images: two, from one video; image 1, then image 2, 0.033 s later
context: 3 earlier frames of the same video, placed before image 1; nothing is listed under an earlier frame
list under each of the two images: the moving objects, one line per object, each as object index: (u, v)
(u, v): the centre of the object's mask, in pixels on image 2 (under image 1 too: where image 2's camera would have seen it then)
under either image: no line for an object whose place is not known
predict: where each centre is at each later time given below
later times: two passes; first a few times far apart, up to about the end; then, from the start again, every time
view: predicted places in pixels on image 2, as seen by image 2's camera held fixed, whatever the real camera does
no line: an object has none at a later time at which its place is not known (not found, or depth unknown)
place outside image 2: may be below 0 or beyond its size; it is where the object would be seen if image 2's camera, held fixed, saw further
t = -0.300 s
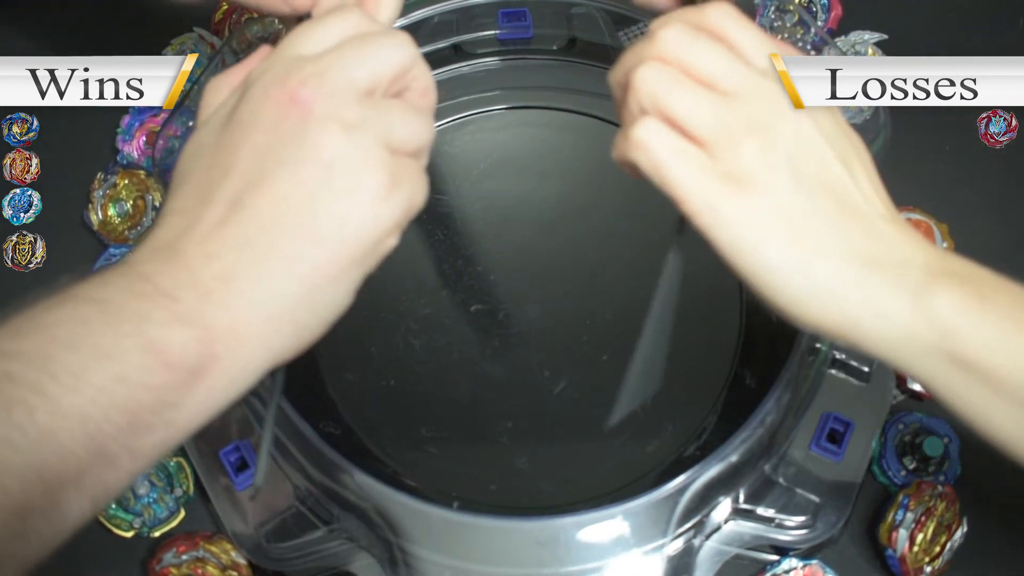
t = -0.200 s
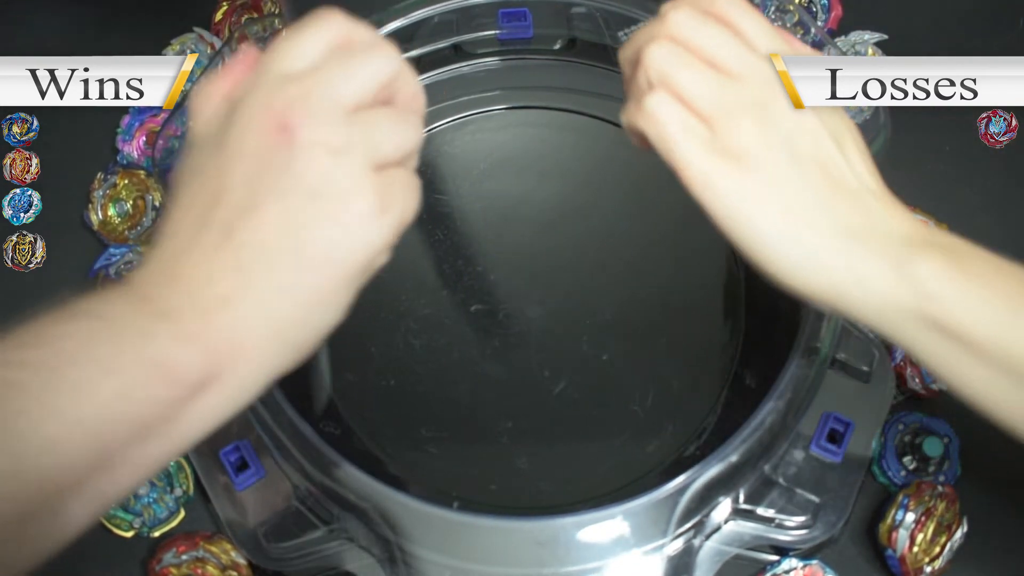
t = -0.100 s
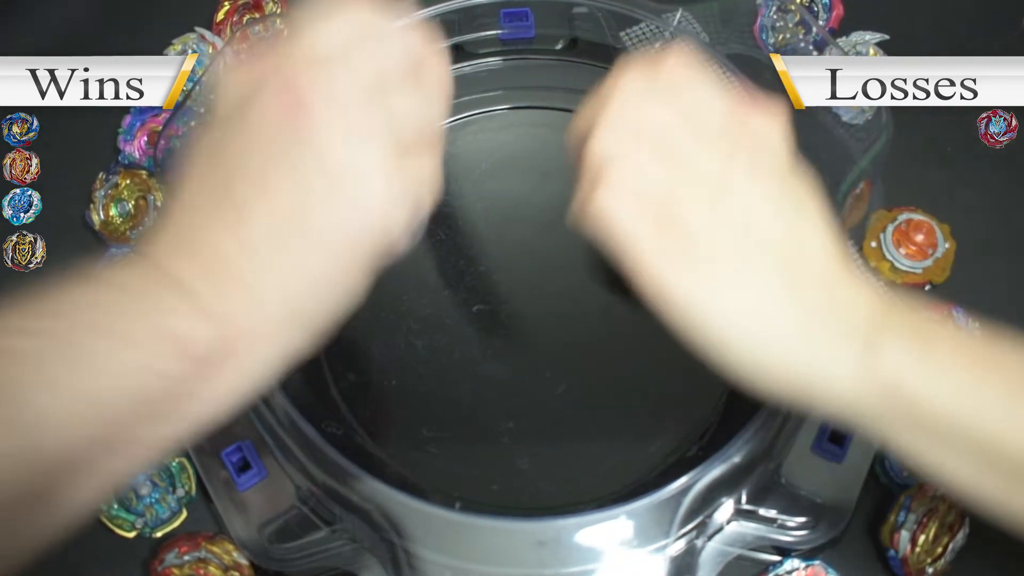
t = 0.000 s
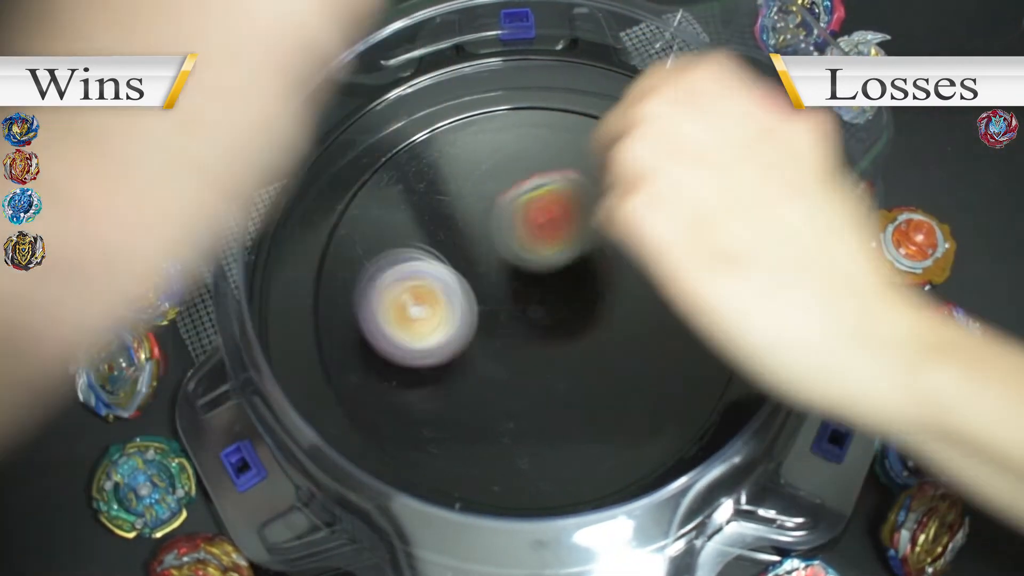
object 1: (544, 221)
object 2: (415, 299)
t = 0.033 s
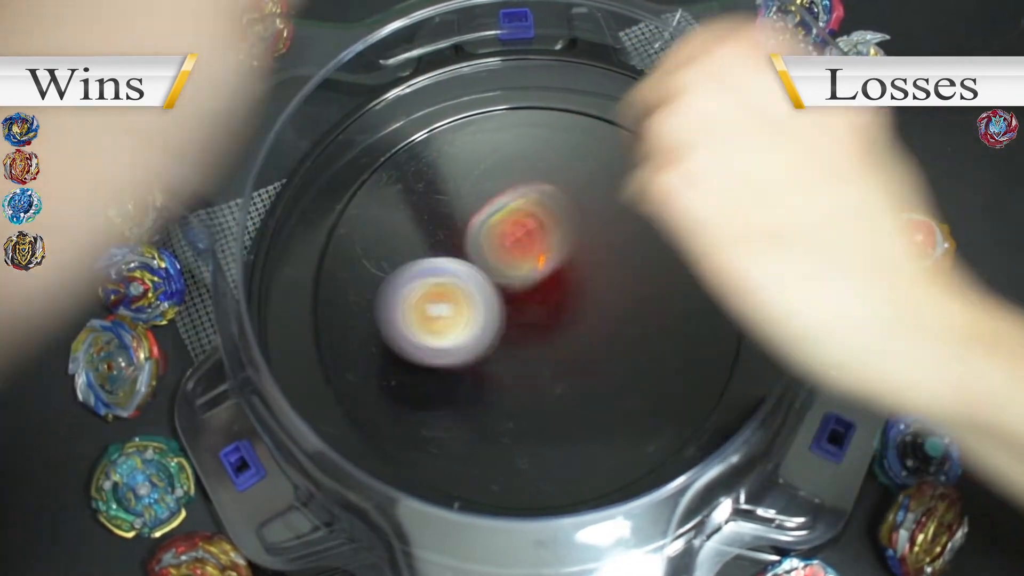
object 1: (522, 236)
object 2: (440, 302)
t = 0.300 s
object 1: (424, 318)
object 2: (623, 372)
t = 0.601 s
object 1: (576, 354)
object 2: (664, 212)
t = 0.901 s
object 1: (597, 228)
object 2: (487, 169)
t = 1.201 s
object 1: (518, 273)
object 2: (413, 337)
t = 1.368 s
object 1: (603, 239)
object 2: (437, 493)
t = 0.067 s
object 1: (504, 246)
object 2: (462, 313)
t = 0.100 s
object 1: (480, 250)
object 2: (484, 330)
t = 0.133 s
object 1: (461, 269)
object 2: (508, 353)
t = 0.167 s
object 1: (446, 280)
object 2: (528, 369)
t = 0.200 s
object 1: (436, 286)
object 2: (554, 373)
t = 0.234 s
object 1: (427, 296)
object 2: (577, 376)
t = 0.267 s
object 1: (425, 306)
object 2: (601, 377)
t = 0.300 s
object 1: (424, 318)
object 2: (623, 372)
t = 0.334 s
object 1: (429, 332)
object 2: (642, 364)
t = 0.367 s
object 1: (442, 345)
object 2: (659, 350)
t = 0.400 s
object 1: (456, 357)
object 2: (671, 335)
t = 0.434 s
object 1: (472, 363)
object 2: (681, 316)
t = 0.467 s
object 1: (492, 368)
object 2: (685, 295)
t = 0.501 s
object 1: (512, 370)
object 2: (686, 274)
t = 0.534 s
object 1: (534, 369)
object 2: (682, 253)
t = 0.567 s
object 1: (556, 364)
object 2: (675, 232)
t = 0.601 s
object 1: (576, 354)
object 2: (664, 212)
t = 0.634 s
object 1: (595, 344)
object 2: (649, 194)
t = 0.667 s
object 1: (612, 331)
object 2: (632, 179)
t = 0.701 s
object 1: (624, 315)
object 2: (613, 165)
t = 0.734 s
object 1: (629, 296)
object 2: (592, 156)
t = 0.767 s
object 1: (629, 279)
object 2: (571, 152)
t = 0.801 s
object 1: (627, 264)
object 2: (550, 151)
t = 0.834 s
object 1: (620, 251)
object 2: (528, 154)
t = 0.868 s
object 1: (611, 238)
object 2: (507, 159)
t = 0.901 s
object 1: (597, 228)
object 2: (487, 169)
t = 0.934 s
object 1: (579, 222)
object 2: (470, 183)
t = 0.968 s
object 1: (565, 219)
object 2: (457, 199)
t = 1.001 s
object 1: (551, 218)
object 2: (447, 221)
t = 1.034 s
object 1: (549, 224)
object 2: (426, 242)
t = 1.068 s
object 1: (547, 229)
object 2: (411, 263)
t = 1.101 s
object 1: (541, 238)
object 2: (402, 279)
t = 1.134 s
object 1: (534, 248)
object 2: (400, 298)
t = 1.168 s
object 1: (526, 260)
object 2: (404, 318)
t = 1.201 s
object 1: (518, 273)
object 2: (413, 337)
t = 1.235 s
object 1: (513, 287)
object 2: (428, 355)
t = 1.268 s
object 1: (517, 296)
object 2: (444, 382)
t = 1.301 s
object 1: (543, 282)
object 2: (440, 421)
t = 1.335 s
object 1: (576, 260)
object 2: (438, 453)
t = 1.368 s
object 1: (603, 239)
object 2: (437, 493)
